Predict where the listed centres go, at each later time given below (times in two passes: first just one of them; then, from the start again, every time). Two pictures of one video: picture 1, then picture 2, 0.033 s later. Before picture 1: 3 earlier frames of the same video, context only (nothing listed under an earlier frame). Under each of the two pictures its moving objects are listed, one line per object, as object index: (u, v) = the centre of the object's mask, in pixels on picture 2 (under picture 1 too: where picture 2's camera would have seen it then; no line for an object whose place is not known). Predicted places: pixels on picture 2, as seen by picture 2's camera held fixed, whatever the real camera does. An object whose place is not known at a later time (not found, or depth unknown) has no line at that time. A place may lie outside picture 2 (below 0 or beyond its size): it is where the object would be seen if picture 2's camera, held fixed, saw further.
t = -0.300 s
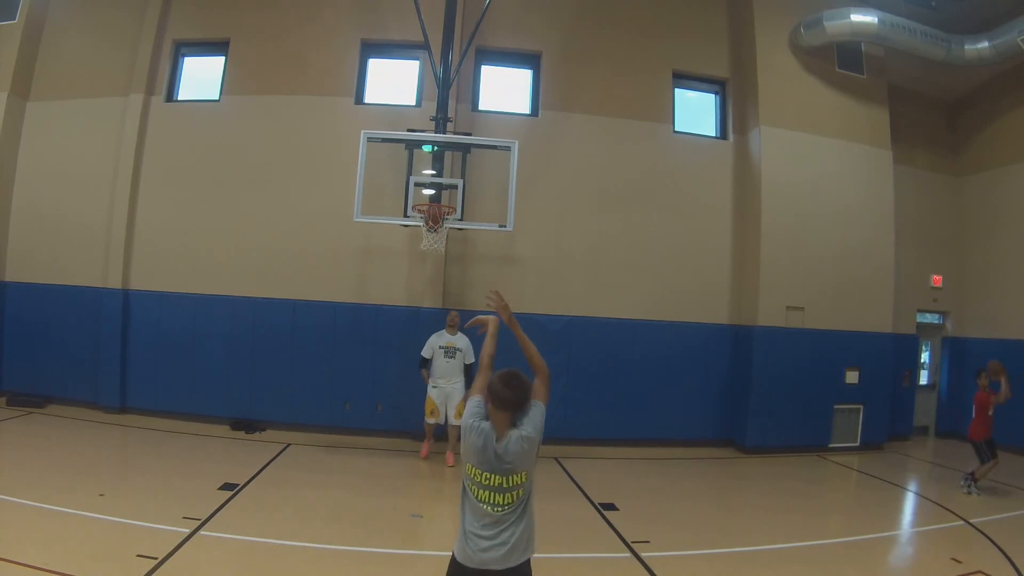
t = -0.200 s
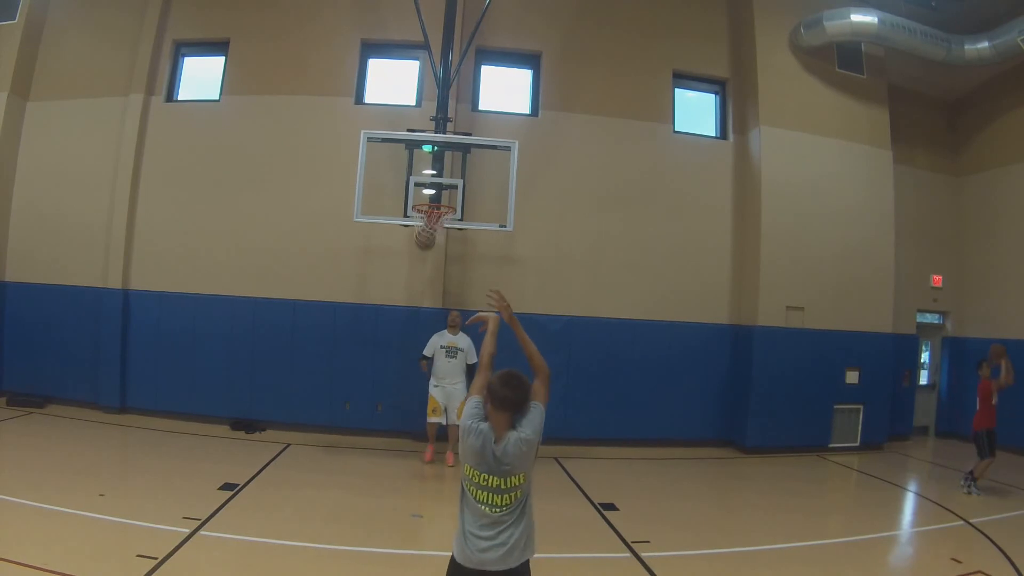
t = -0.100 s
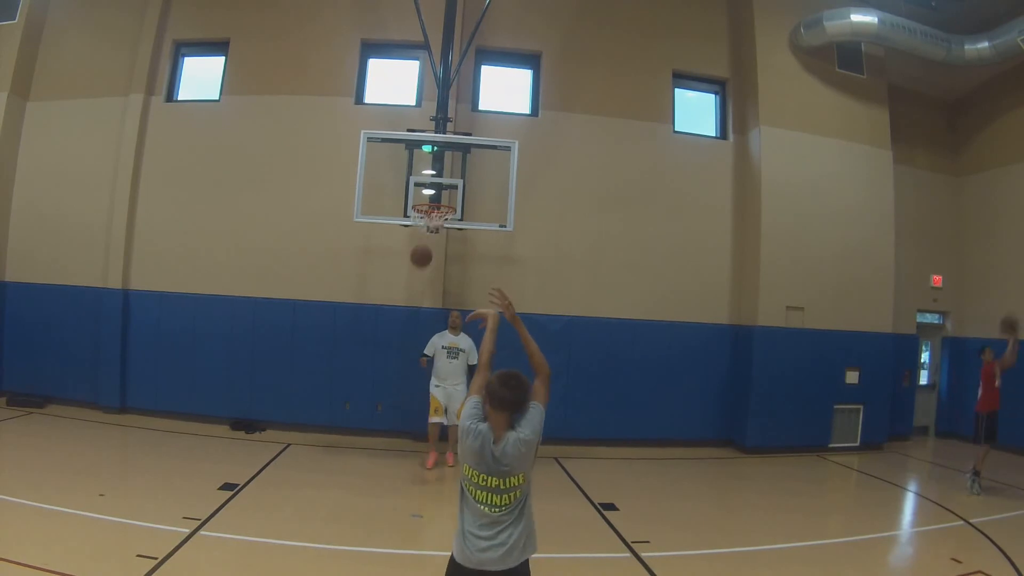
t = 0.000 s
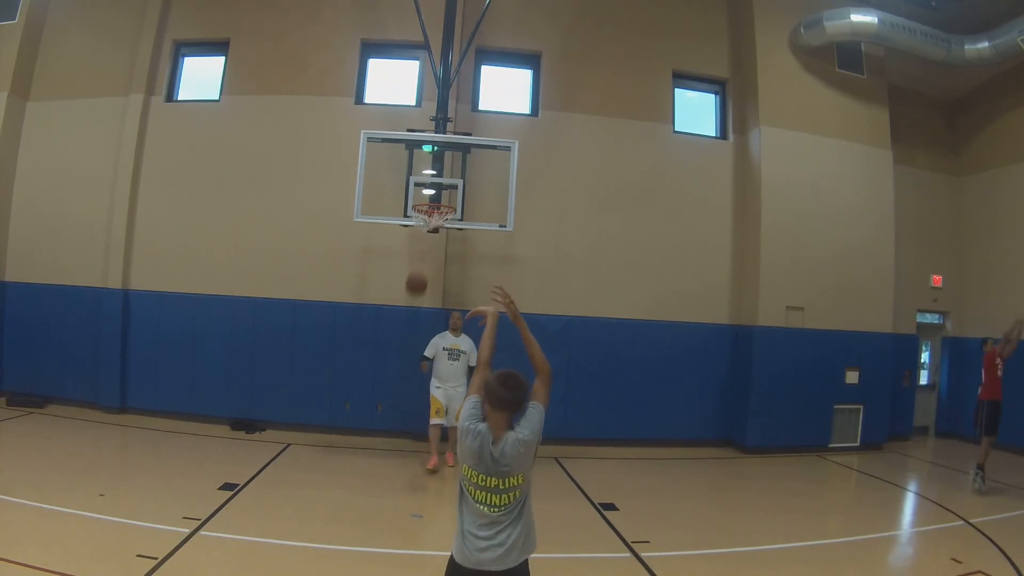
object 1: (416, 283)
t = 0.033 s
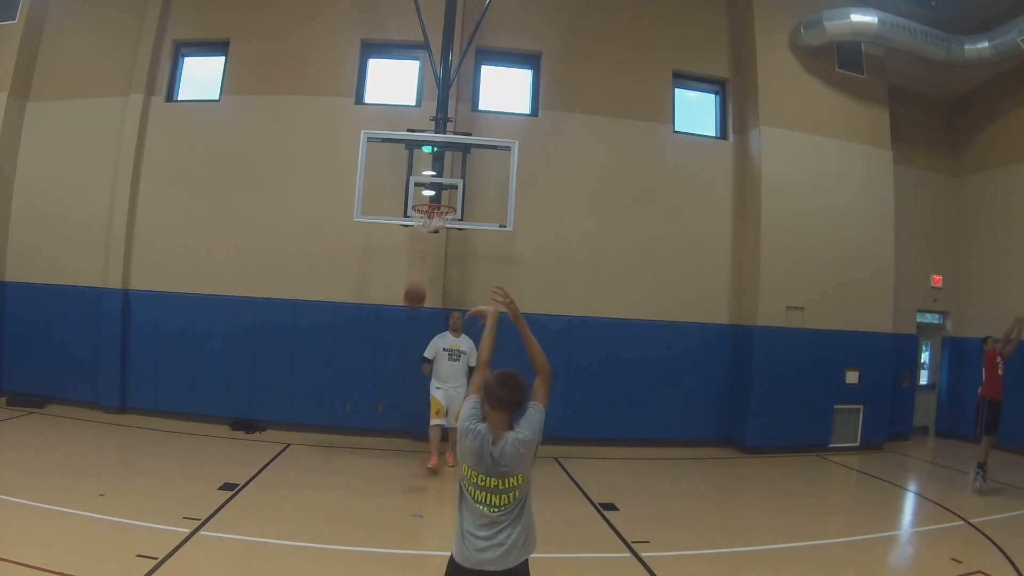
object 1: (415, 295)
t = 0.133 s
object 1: (409, 338)
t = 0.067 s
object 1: (413, 308)
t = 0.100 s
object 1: (411, 322)
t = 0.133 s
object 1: (409, 338)
